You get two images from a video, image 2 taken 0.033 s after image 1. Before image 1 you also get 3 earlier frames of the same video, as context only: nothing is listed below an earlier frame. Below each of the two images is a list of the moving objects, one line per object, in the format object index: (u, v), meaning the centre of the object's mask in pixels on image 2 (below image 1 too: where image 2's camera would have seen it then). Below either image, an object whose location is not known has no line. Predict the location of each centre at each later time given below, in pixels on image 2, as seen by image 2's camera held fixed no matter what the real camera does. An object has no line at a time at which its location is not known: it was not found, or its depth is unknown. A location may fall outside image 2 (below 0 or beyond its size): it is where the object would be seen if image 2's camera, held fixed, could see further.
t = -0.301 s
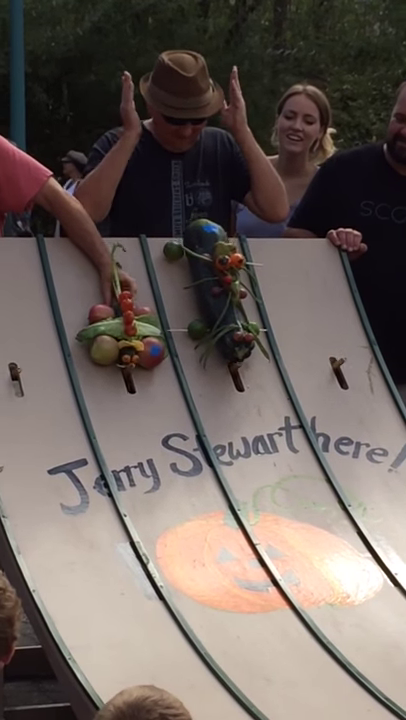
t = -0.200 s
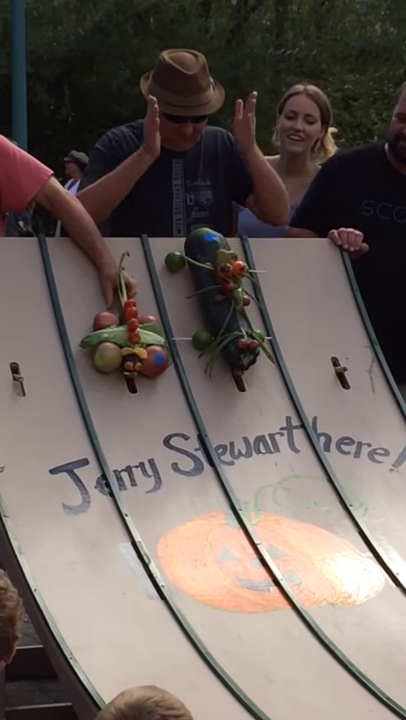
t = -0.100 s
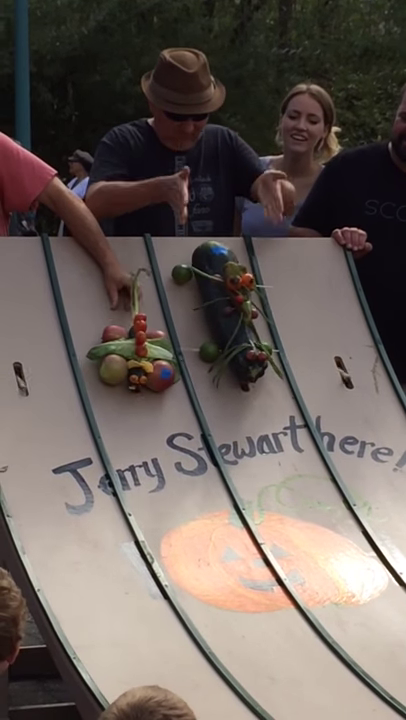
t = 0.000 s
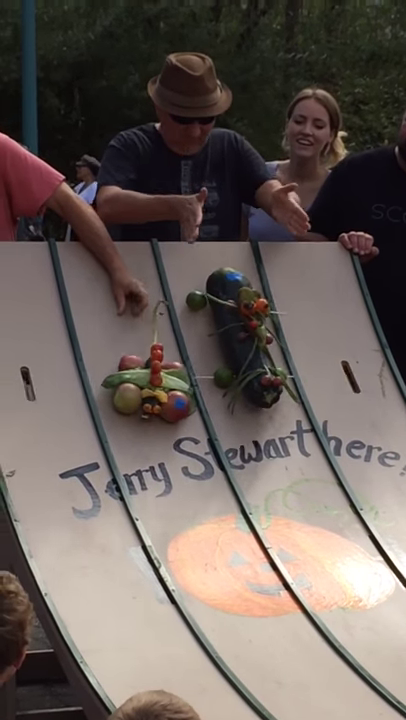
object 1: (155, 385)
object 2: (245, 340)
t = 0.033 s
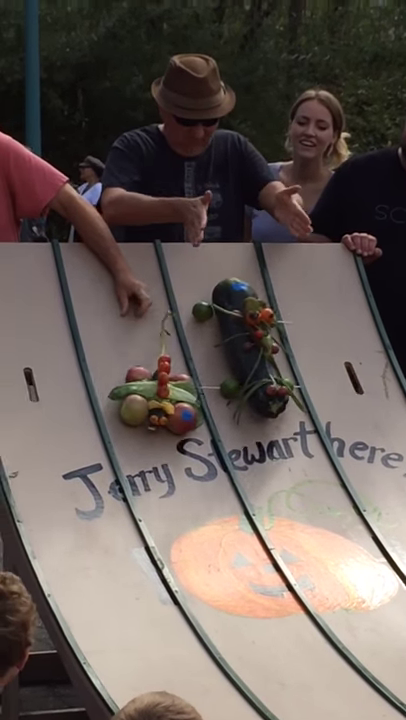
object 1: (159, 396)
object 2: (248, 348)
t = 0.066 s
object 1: (163, 406)
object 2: (252, 358)
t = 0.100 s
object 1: (167, 418)
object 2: (256, 369)
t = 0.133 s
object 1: (173, 433)
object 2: (261, 380)
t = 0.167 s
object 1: (179, 447)
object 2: (266, 394)
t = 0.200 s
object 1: (185, 462)
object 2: (272, 406)
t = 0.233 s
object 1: (192, 476)
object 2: (278, 418)
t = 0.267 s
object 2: (285, 430)
